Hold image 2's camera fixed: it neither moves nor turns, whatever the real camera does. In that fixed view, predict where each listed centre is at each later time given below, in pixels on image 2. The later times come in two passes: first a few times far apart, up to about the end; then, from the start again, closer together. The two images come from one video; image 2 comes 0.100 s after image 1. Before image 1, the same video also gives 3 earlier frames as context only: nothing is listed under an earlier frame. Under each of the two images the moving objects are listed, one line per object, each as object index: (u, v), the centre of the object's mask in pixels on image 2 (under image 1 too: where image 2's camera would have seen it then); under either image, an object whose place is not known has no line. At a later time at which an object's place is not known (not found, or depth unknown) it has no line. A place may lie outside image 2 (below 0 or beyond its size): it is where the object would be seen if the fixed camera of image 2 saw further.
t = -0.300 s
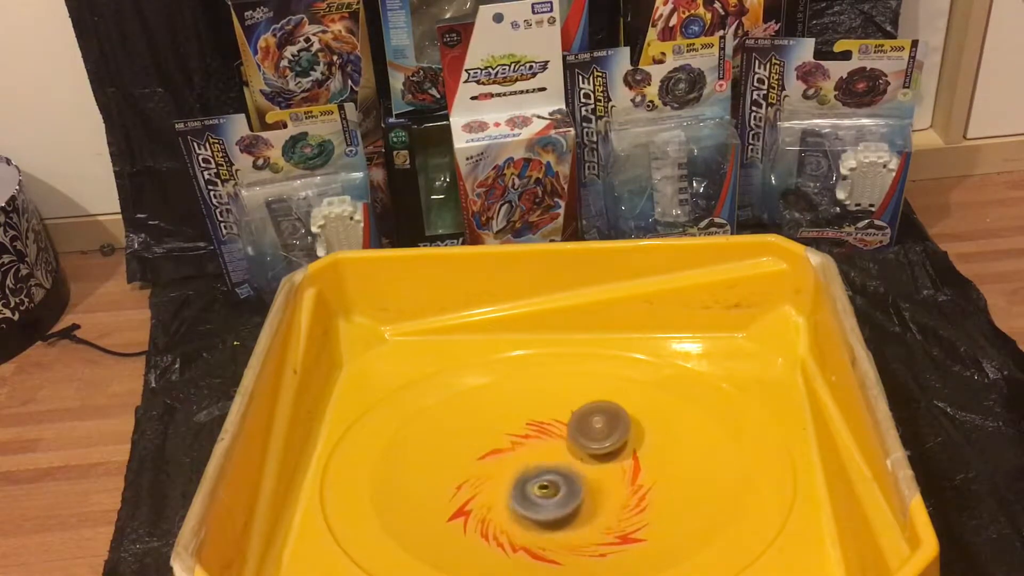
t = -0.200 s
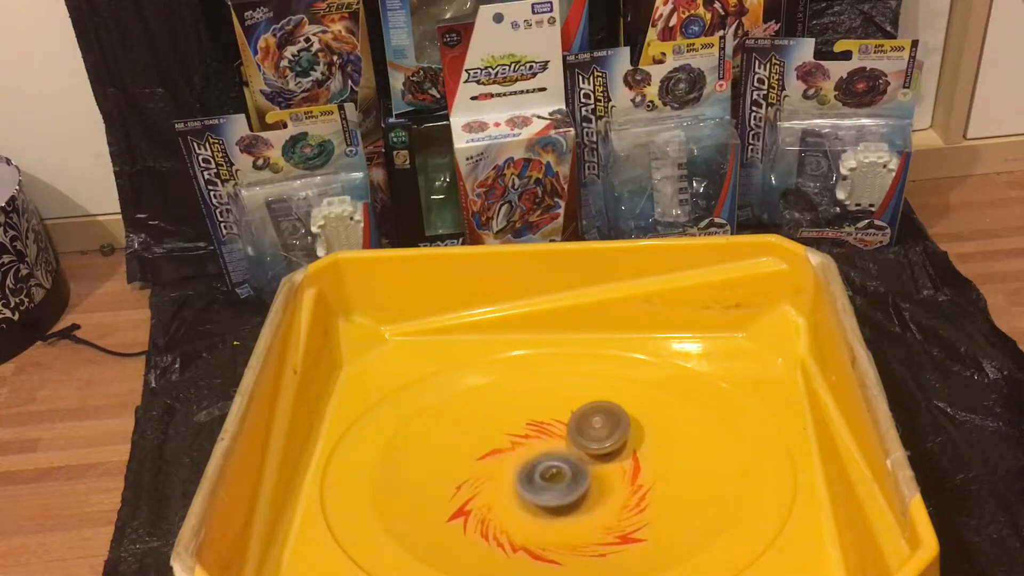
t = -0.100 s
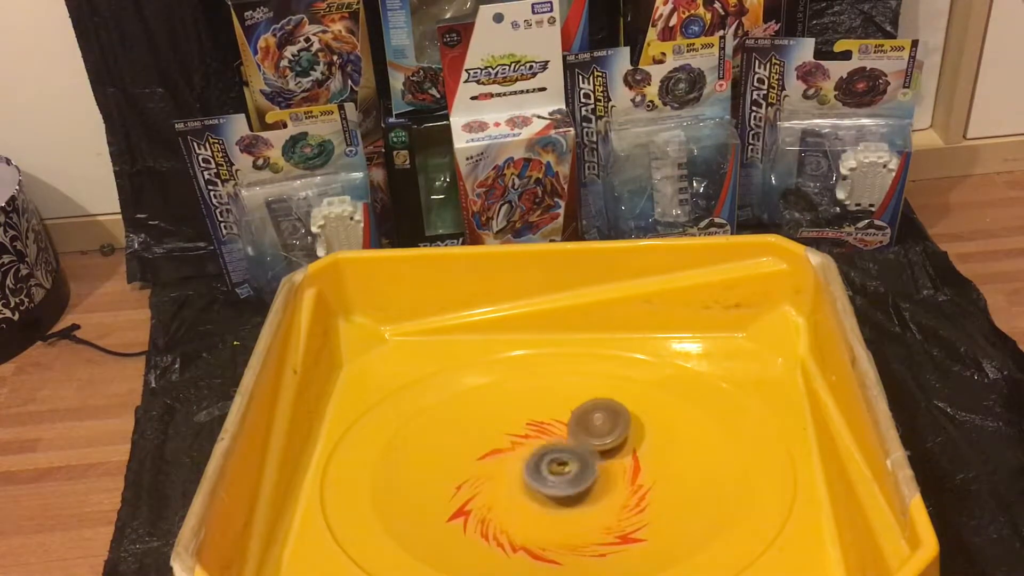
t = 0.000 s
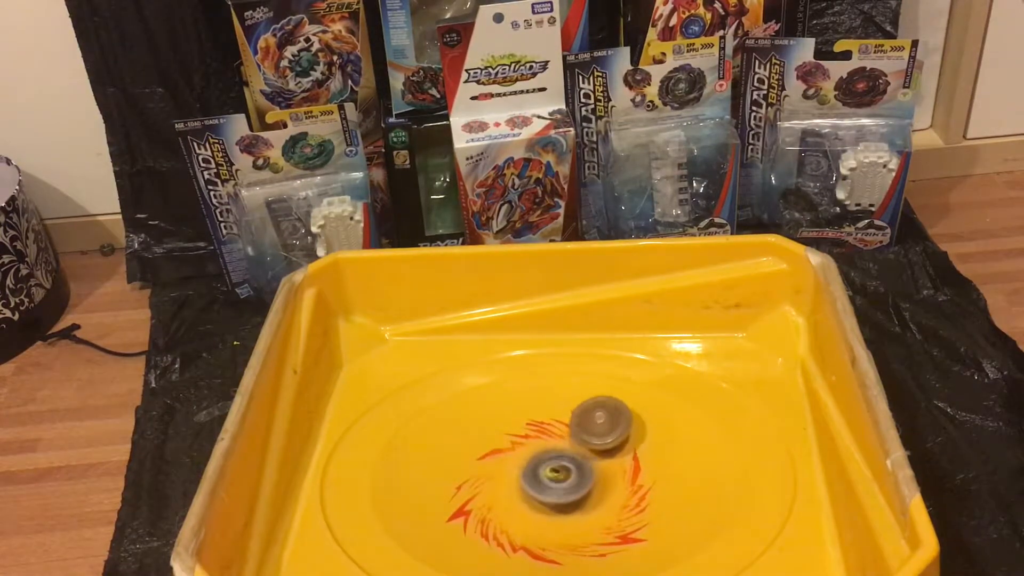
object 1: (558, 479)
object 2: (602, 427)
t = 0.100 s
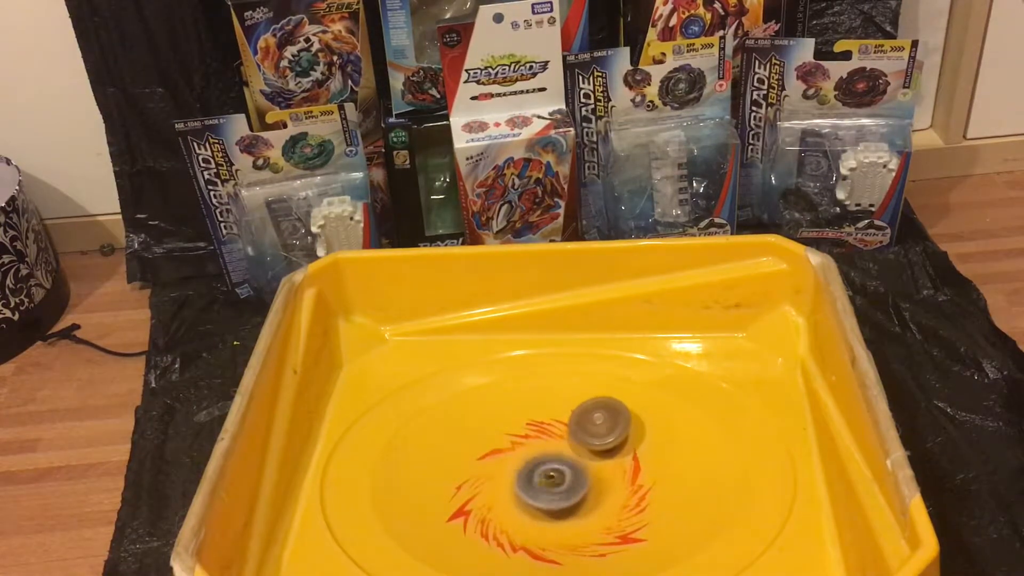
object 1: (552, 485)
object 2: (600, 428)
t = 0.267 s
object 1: (542, 487)
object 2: (606, 434)
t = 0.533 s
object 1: (536, 480)
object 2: (606, 434)
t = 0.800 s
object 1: (543, 465)
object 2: (607, 435)
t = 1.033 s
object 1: (528, 462)
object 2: (613, 439)
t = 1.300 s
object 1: (511, 462)
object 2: (612, 440)
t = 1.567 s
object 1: (516, 465)
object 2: (612, 440)
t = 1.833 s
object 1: (534, 473)
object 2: (612, 442)
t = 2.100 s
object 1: (561, 483)
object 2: (614, 440)
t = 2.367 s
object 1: (570, 488)
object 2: (614, 439)
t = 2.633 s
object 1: (568, 489)
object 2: (617, 435)
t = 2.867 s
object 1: (549, 506)
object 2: (610, 437)
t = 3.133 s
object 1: (530, 506)
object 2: (612, 440)
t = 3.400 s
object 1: (527, 487)
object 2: (611, 442)
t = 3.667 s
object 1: (544, 462)
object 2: (612, 445)
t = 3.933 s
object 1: (534, 465)
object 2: (617, 440)
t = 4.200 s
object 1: (537, 479)
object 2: (618, 445)
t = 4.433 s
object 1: (552, 476)
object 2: (617, 446)
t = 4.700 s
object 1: (547, 462)
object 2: (620, 447)
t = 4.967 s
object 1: (547, 450)
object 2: (621, 448)
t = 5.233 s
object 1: (547, 446)
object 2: (621, 449)
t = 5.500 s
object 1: (546, 451)
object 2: (621, 449)
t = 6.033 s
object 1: (549, 477)
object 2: (621, 451)
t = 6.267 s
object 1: (556, 485)
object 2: (622, 452)
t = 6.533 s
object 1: (556, 487)
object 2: (628, 450)
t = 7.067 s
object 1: (526, 475)
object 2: (623, 452)
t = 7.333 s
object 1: (526, 465)
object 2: (623, 453)
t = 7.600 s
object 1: (533, 460)
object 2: (623, 452)
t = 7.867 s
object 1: (545, 456)
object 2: (622, 455)
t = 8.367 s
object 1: (536, 481)
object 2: (622, 454)
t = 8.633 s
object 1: (561, 509)
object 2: (623, 454)
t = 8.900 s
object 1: (571, 520)
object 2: (623, 455)
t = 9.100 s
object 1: (550, 508)
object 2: (623, 455)
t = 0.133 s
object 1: (550, 486)
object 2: (601, 429)
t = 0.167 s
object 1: (547, 487)
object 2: (602, 431)
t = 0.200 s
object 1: (546, 487)
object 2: (603, 433)
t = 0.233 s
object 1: (544, 488)
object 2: (604, 434)
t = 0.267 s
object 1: (542, 487)
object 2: (606, 434)
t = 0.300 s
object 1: (541, 487)
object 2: (606, 434)
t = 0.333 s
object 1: (539, 487)
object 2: (606, 435)
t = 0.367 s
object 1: (539, 486)
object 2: (607, 432)
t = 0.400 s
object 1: (538, 486)
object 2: (607, 432)
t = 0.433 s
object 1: (538, 484)
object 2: (607, 431)
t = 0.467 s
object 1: (537, 483)
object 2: (606, 434)
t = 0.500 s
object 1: (536, 482)
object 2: (606, 434)
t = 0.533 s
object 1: (536, 480)
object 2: (606, 434)
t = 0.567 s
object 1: (536, 479)
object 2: (606, 434)
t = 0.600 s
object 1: (536, 477)
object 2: (606, 434)
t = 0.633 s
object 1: (537, 475)
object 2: (606, 434)
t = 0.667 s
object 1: (537, 473)
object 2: (606, 435)
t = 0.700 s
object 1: (538, 470)
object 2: (606, 435)
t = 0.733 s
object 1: (540, 469)
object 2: (607, 435)
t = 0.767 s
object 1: (541, 467)
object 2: (607, 435)
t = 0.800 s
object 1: (543, 465)
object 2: (607, 435)
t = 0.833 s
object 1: (546, 464)
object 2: (607, 435)
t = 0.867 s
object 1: (547, 463)
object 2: (608, 434)
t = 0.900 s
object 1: (545, 463)
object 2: (610, 435)
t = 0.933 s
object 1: (541, 463)
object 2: (611, 438)
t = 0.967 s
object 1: (536, 463)
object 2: (611, 439)
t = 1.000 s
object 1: (531, 463)
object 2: (613, 440)
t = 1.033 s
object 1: (528, 462)
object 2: (613, 439)
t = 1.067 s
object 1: (524, 462)
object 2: (613, 439)
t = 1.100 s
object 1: (522, 462)
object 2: (612, 439)
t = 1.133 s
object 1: (520, 462)
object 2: (612, 439)
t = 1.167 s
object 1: (517, 462)
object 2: (612, 439)
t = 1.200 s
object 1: (514, 462)
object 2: (612, 440)
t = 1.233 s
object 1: (513, 462)
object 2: (612, 439)
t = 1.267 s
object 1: (512, 462)
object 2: (612, 440)
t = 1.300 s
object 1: (511, 462)
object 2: (612, 440)
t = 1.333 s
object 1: (510, 462)
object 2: (612, 440)
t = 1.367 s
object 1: (510, 462)
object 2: (612, 440)
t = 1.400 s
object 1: (511, 462)
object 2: (612, 440)
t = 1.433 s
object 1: (511, 463)
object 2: (612, 440)
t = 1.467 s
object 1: (512, 463)
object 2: (612, 440)
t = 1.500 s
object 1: (513, 464)
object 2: (612, 440)
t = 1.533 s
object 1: (515, 464)
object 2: (612, 440)
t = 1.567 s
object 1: (516, 465)
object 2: (612, 440)
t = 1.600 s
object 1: (519, 466)
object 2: (612, 441)
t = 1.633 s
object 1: (521, 466)
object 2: (612, 441)
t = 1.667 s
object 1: (522, 467)
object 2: (612, 440)
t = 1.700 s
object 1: (525, 468)
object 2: (612, 441)
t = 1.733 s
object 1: (527, 470)
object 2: (611, 441)
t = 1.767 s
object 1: (531, 471)
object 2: (612, 441)
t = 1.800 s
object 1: (533, 472)
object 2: (612, 442)
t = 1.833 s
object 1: (534, 473)
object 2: (612, 442)
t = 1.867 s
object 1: (538, 474)
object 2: (612, 441)
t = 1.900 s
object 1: (541, 474)
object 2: (612, 442)
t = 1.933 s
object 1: (544, 476)
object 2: (612, 441)
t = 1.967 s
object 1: (549, 476)
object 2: (613, 441)
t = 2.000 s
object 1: (554, 478)
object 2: (613, 441)
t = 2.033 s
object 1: (557, 479)
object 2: (614, 441)
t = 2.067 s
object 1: (559, 481)
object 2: (614, 440)
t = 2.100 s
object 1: (561, 483)
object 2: (614, 440)
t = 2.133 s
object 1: (566, 483)
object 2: (614, 439)
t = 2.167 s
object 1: (566, 486)
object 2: (614, 439)
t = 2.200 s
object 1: (567, 486)
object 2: (614, 440)
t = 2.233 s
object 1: (568, 487)
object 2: (614, 439)
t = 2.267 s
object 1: (568, 488)
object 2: (614, 439)
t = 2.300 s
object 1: (571, 487)
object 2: (615, 439)
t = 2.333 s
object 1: (570, 488)
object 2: (615, 439)
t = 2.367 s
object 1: (570, 488)
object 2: (614, 439)
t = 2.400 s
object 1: (571, 488)
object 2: (615, 439)
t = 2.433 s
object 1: (571, 488)
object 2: (614, 440)
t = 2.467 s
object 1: (572, 488)
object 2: (616, 439)
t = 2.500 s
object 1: (572, 486)
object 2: (616, 439)
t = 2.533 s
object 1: (572, 485)
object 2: (615, 440)
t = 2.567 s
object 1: (572, 484)
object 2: (615, 440)
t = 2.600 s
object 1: (572, 483)
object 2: (616, 439)
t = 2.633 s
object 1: (568, 489)
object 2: (617, 435)
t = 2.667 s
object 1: (567, 491)
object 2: (619, 434)
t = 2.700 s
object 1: (564, 493)
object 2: (619, 435)
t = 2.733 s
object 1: (561, 497)
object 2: (616, 436)
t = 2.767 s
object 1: (558, 500)
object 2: (614, 436)
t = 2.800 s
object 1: (555, 502)
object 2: (612, 437)
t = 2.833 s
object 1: (553, 504)
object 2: (610, 440)
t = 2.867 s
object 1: (549, 506)
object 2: (610, 437)
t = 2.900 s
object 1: (547, 506)
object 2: (611, 438)
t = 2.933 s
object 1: (544, 508)
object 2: (611, 438)
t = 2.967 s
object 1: (541, 509)
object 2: (611, 439)
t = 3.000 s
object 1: (538, 509)
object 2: (611, 440)
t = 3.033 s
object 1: (536, 509)
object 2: (612, 440)
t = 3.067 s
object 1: (534, 508)
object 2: (612, 440)
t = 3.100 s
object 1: (532, 508)
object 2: (612, 440)
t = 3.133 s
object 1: (530, 506)
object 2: (612, 440)
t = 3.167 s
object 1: (528, 504)
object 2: (612, 440)
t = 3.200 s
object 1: (528, 503)
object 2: (612, 440)
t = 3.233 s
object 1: (526, 501)
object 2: (611, 442)
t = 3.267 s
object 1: (526, 499)
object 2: (613, 440)
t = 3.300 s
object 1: (525, 496)
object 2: (612, 440)
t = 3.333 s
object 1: (525, 493)
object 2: (611, 442)
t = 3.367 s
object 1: (526, 491)
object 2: (611, 442)
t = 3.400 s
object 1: (527, 487)
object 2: (611, 442)
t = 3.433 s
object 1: (527, 484)
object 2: (611, 443)
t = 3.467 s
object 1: (529, 481)
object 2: (611, 443)
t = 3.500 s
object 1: (532, 477)
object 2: (613, 444)
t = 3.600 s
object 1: (538, 469)
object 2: (611, 445)
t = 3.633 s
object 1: (541, 466)
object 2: (612, 446)
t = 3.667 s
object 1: (544, 462)
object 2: (612, 445)
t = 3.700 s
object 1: (546, 461)
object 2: (614, 445)
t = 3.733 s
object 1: (544, 460)
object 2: (618, 444)
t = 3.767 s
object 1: (544, 460)
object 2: (619, 444)
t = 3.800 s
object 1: (542, 460)
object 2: (618, 443)
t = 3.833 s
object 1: (539, 460)
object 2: (618, 441)
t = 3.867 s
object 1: (535, 462)
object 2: (617, 441)
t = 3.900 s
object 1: (534, 464)
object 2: (617, 440)
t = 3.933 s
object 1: (534, 465)
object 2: (617, 440)
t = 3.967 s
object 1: (533, 466)
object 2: (617, 440)
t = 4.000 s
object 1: (531, 468)
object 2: (617, 440)
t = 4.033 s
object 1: (531, 471)
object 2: (616, 441)
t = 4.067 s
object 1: (533, 473)
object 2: (617, 443)
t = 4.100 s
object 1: (533, 474)
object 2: (617, 444)
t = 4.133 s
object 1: (533, 475)
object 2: (618, 444)
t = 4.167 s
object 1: (533, 478)
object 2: (618, 446)
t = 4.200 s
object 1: (537, 479)
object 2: (618, 445)
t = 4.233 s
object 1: (540, 479)
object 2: (618, 445)
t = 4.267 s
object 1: (541, 479)
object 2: (618, 446)
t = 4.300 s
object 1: (543, 480)
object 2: (618, 448)
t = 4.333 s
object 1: (544, 481)
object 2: (617, 446)
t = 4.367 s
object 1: (548, 480)
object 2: (618, 446)
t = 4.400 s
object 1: (552, 478)
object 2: (617, 446)
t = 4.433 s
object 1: (552, 476)
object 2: (617, 446)
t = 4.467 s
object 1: (554, 476)
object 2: (617, 446)
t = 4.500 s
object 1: (556, 475)
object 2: (618, 446)
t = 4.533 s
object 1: (557, 473)
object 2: (619, 445)
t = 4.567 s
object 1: (554, 471)
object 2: (621, 447)
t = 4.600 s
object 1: (552, 469)
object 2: (622, 448)
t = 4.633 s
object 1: (550, 466)
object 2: (621, 447)
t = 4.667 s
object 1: (548, 465)
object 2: (621, 446)
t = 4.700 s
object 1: (547, 462)
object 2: (620, 447)
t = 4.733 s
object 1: (547, 459)
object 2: (620, 446)
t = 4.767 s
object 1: (546, 457)
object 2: (620, 445)
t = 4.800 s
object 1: (546, 456)
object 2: (620, 446)
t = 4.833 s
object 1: (546, 453)
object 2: (620, 446)
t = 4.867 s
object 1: (546, 452)
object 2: (620, 447)
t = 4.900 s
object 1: (546, 451)
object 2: (620, 448)
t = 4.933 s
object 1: (547, 450)
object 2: (621, 448)
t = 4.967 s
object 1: (547, 450)
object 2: (621, 448)
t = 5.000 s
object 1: (547, 449)
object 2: (621, 448)
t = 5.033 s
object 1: (547, 448)
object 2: (621, 448)
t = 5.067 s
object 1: (547, 448)
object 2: (621, 448)
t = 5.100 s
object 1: (547, 447)
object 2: (621, 447)
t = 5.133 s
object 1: (547, 446)
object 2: (621, 449)
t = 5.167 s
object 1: (547, 446)
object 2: (620, 448)
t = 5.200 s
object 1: (547, 445)
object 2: (621, 448)
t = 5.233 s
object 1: (547, 446)
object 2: (621, 449)
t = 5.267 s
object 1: (547, 446)
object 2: (621, 448)
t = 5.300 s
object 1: (547, 446)
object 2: (621, 448)
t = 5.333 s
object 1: (547, 446)
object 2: (621, 447)
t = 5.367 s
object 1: (547, 447)
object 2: (621, 447)
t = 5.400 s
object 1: (547, 447)
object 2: (621, 448)
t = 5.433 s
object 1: (547, 448)
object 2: (621, 448)
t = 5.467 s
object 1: (546, 450)
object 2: (622, 449)
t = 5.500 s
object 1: (546, 451)
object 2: (621, 449)
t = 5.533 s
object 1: (545, 452)
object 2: (621, 448)
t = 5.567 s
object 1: (545, 453)
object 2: (621, 448)
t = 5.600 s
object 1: (544, 455)
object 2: (620, 448)
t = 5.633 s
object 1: (544, 456)
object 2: (620, 448)
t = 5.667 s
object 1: (544, 458)
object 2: (621, 449)
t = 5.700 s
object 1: (543, 460)
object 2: (620, 450)
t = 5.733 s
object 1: (545, 461)
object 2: (627, 448)
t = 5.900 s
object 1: (543, 472)
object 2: (620, 452)
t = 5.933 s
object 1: (545, 472)
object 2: (621, 451)
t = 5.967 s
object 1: (546, 474)
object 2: (621, 452)
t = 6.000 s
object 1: (547, 475)
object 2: (621, 451)
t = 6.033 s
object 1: (549, 477)
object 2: (621, 451)
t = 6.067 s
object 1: (550, 478)
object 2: (622, 452)
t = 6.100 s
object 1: (551, 480)
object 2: (621, 450)
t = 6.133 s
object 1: (553, 481)
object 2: (622, 452)
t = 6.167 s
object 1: (554, 482)
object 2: (621, 452)
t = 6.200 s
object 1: (556, 483)
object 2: (621, 451)
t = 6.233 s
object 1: (556, 484)
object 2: (622, 452)
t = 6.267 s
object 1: (556, 485)
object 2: (622, 452)
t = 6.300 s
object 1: (558, 483)
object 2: (623, 450)
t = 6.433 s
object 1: (562, 485)
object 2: (623, 450)
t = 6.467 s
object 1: (562, 484)
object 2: (623, 449)
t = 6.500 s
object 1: (558, 486)
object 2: (626, 451)
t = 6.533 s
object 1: (556, 487)
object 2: (628, 450)
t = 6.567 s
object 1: (553, 487)
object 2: (626, 451)
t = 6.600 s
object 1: (548, 488)
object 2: (624, 448)
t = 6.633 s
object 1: (546, 489)
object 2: (624, 447)
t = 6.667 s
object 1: (543, 489)
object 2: (623, 447)
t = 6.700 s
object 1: (540, 488)
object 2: (622, 449)
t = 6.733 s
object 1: (539, 487)
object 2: (621, 450)
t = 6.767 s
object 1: (537, 486)
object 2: (622, 451)
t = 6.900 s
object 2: (624, 451)
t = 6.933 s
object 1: (529, 481)
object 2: (624, 452)
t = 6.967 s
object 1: (528, 480)
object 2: (622, 452)
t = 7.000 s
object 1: (528, 477)
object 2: (623, 452)
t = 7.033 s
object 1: (527, 476)
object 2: (623, 453)
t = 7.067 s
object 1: (526, 475)
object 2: (623, 452)
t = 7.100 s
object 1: (526, 475)
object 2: (623, 453)
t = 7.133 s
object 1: (527, 472)
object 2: (623, 453)
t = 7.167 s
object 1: (526, 470)
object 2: (623, 452)
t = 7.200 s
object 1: (525, 470)
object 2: (623, 452)
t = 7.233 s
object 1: (525, 469)
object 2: (623, 453)
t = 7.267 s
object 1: (526, 468)
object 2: (623, 453)
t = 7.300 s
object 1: (526, 466)
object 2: (623, 452)
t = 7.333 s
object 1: (526, 465)
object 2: (623, 453)
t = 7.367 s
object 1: (526, 465)
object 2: (623, 452)
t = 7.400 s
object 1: (528, 464)
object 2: (623, 452)
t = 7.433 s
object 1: (529, 462)
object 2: (623, 453)
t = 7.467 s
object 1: (529, 462)
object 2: (622, 453)
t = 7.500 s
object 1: (529, 462)
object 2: (623, 452)
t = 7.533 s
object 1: (532, 461)
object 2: (623, 453)
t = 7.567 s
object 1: (534, 459)
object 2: (623, 453)
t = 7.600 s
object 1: (533, 460)
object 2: (623, 452)
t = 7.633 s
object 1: (534, 459)
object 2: (623, 452)
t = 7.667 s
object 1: (535, 460)
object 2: (623, 452)
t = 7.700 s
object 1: (539, 459)
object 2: (622, 452)
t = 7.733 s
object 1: (539, 458)
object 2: (622, 452)
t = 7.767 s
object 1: (539, 458)
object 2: (622, 453)
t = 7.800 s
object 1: (540, 458)
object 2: (622, 455)
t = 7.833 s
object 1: (542, 458)
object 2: (622, 455)
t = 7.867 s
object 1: (545, 456)
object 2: (622, 455)
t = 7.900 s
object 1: (546, 456)
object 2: (622, 455)
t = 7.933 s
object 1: (546, 455)
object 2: (622, 455)
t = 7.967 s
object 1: (545, 456)
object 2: (622, 455)
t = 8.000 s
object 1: (547, 456)
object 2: (621, 455)
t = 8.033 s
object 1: (550, 455)
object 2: (622, 455)
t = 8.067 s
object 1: (550, 452)
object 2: (622, 455)
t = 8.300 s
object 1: (535, 475)
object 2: (622, 454)
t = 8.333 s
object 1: (535, 477)
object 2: (622, 454)
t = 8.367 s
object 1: (536, 481)
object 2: (622, 454)
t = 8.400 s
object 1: (537, 483)
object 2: (622, 455)
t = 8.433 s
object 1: (539, 487)
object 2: (623, 455)
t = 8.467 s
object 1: (541, 489)
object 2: (623, 455)
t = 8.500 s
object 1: (546, 494)
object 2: (623, 455)
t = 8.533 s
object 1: (548, 497)
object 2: (623, 455)
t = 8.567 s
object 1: (552, 501)
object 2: (623, 454)
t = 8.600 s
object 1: (556, 506)
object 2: (623, 454)
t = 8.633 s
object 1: (561, 509)
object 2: (623, 454)
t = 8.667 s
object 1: (565, 512)
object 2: (623, 453)
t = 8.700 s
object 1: (568, 516)
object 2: (623, 453)
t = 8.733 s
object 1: (570, 520)
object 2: (622, 455)
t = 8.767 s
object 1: (571, 522)
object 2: (622, 455)
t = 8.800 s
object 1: (571, 522)
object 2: (623, 454)
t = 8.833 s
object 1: (570, 523)
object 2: (623, 455)
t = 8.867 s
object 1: (571, 522)
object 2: (623, 455)
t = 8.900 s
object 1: (571, 520)
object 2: (623, 455)
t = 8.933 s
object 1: (570, 518)
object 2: (624, 455)
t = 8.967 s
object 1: (567, 515)
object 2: (623, 455)
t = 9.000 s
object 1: (564, 513)
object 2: (623, 455)
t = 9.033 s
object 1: (559, 511)
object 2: (623, 455)
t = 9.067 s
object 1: (555, 509)
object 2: (623, 455)
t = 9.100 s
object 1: (550, 508)
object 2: (623, 455)
